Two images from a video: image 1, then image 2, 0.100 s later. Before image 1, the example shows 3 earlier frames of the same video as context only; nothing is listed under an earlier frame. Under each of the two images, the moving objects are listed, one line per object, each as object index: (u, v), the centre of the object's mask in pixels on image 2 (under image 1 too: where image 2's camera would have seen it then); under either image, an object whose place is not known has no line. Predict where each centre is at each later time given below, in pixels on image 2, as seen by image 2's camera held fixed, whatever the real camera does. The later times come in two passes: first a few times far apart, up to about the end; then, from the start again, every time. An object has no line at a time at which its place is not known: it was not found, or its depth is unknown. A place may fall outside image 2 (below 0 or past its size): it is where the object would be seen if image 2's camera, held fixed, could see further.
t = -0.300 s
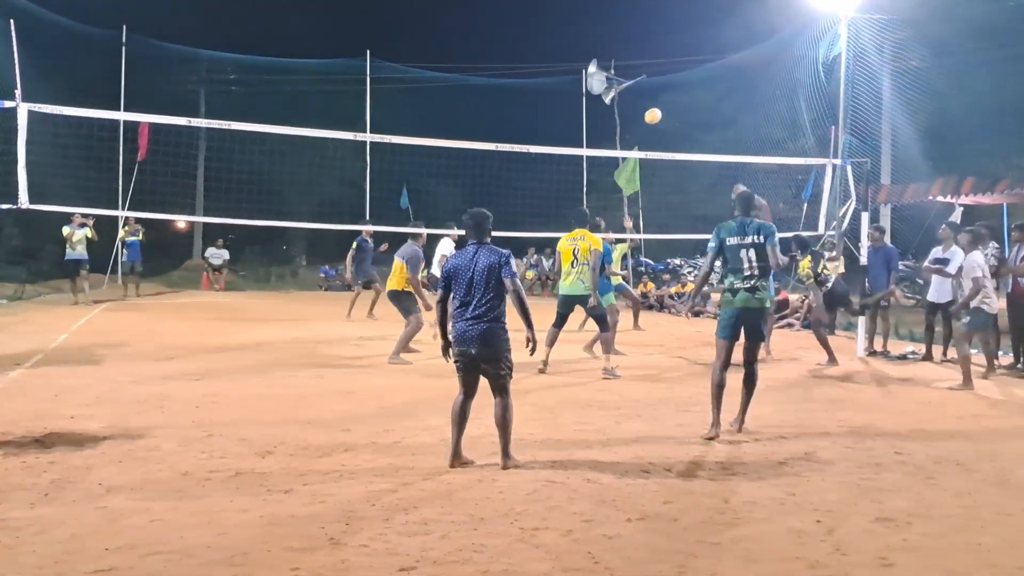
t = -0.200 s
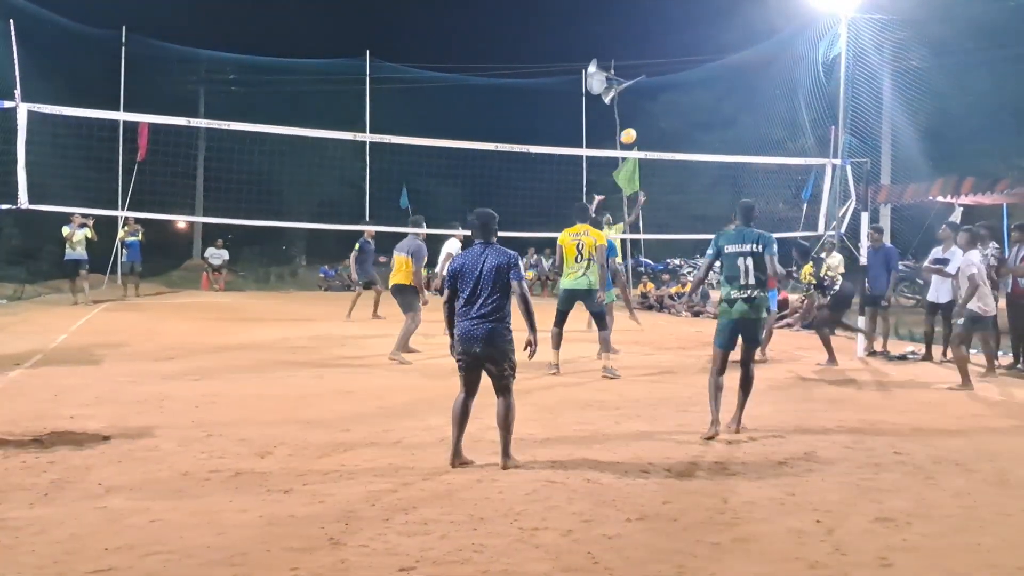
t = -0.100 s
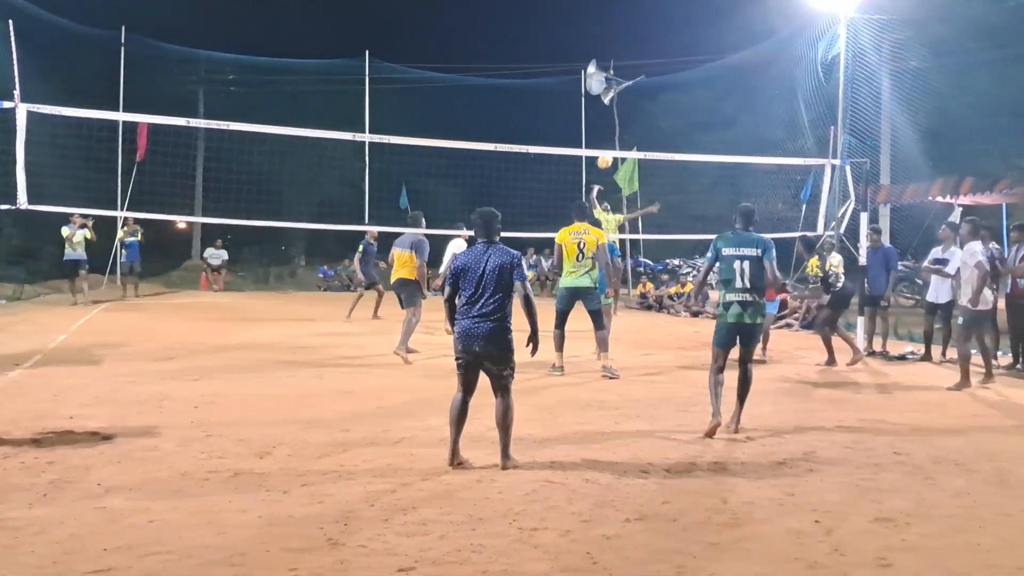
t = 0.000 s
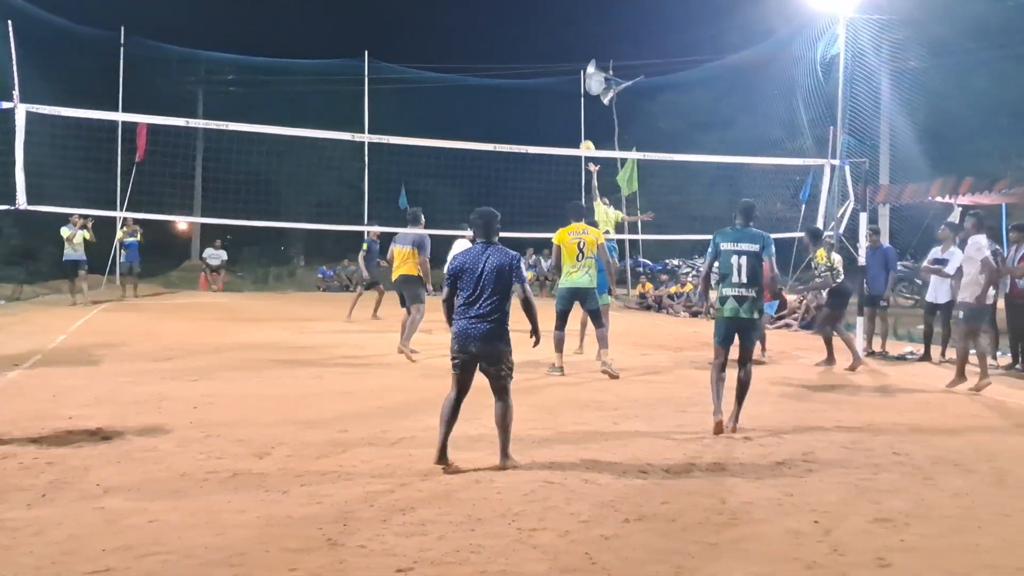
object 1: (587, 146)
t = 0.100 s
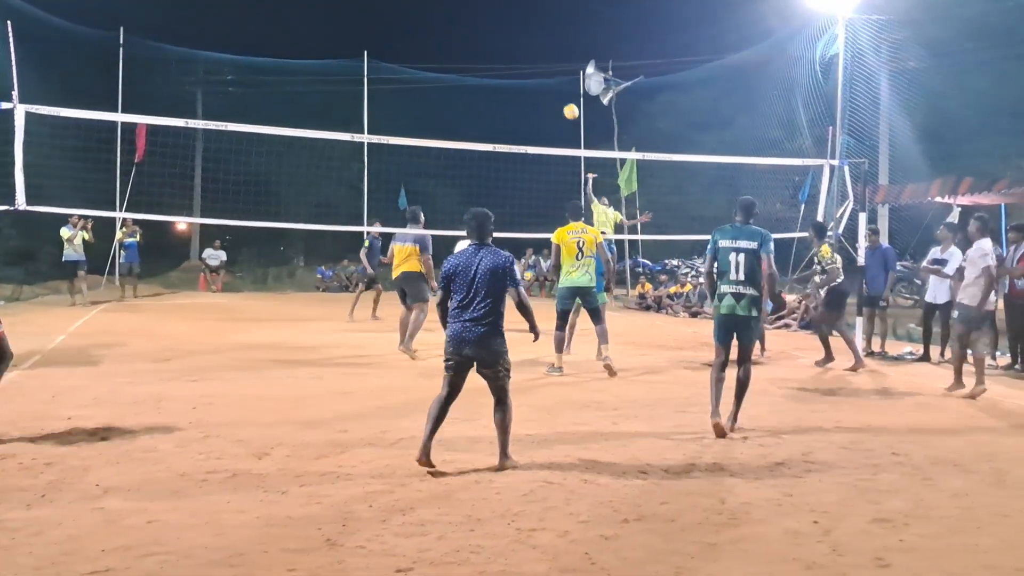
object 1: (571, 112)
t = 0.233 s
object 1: (548, 71)
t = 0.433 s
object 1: (512, 30)
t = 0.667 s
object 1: (464, 12)
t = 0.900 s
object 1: (411, 35)
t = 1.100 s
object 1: (360, 90)
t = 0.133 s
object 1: (565, 100)
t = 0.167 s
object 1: (560, 90)
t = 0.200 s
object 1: (554, 80)
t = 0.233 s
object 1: (548, 71)
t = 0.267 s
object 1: (542, 63)
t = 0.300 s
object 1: (536, 55)
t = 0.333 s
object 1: (530, 47)
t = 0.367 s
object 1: (524, 41)
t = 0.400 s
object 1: (518, 35)
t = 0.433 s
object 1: (512, 30)
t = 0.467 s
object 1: (505, 25)
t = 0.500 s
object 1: (499, 21)
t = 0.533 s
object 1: (492, 18)
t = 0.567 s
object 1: (485, 15)
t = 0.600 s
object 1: (478, 13)
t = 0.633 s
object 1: (471, 13)
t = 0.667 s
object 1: (464, 12)
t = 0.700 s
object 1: (456, 13)
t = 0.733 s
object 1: (449, 15)
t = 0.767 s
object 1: (442, 17)
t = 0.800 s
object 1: (434, 20)
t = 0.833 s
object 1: (426, 24)
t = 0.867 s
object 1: (418, 29)
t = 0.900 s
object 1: (411, 35)
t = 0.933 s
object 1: (402, 42)
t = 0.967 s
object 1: (394, 50)
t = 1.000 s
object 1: (386, 58)
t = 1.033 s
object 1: (377, 68)
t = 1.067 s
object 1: (369, 79)
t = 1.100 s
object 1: (360, 90)
